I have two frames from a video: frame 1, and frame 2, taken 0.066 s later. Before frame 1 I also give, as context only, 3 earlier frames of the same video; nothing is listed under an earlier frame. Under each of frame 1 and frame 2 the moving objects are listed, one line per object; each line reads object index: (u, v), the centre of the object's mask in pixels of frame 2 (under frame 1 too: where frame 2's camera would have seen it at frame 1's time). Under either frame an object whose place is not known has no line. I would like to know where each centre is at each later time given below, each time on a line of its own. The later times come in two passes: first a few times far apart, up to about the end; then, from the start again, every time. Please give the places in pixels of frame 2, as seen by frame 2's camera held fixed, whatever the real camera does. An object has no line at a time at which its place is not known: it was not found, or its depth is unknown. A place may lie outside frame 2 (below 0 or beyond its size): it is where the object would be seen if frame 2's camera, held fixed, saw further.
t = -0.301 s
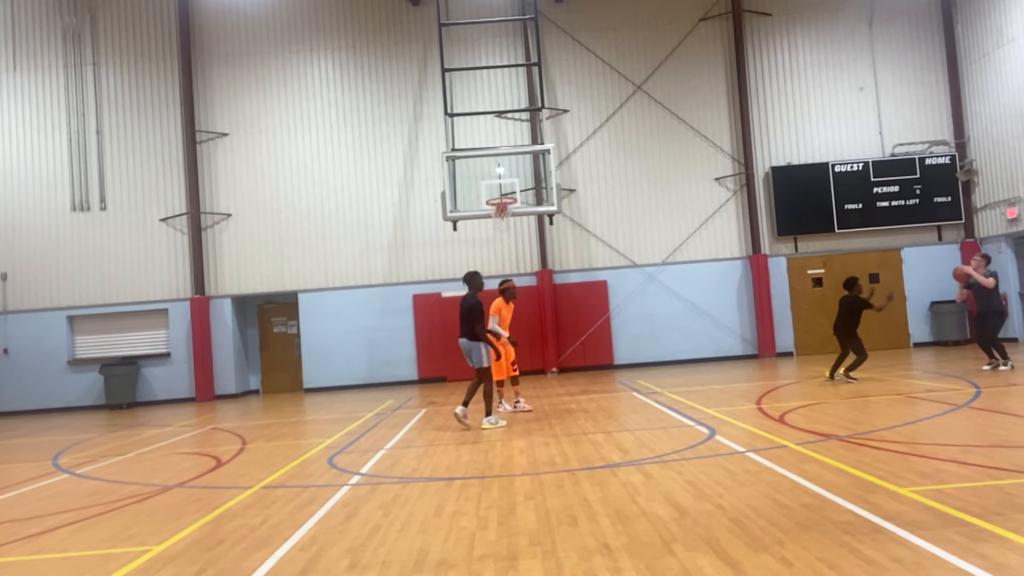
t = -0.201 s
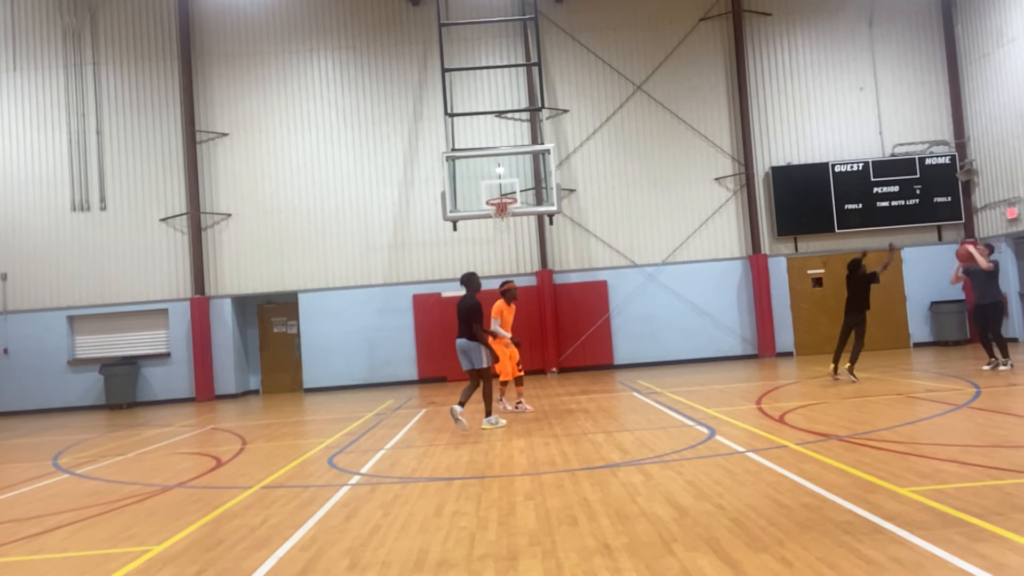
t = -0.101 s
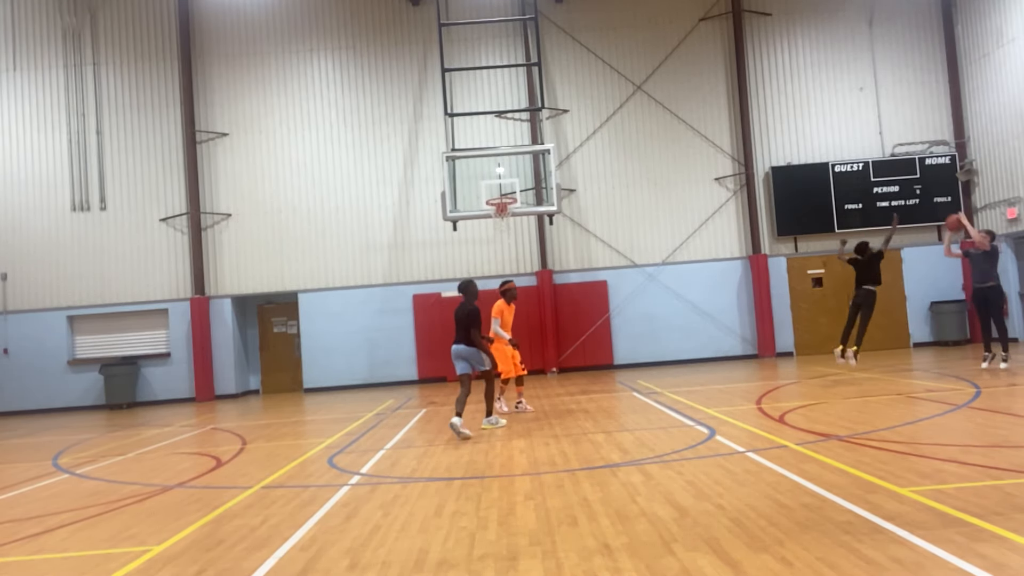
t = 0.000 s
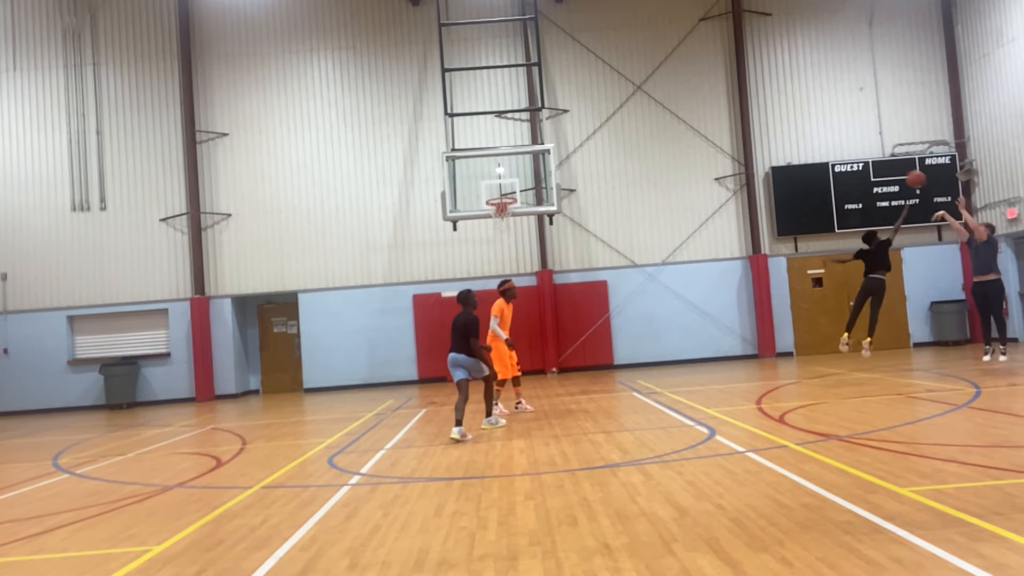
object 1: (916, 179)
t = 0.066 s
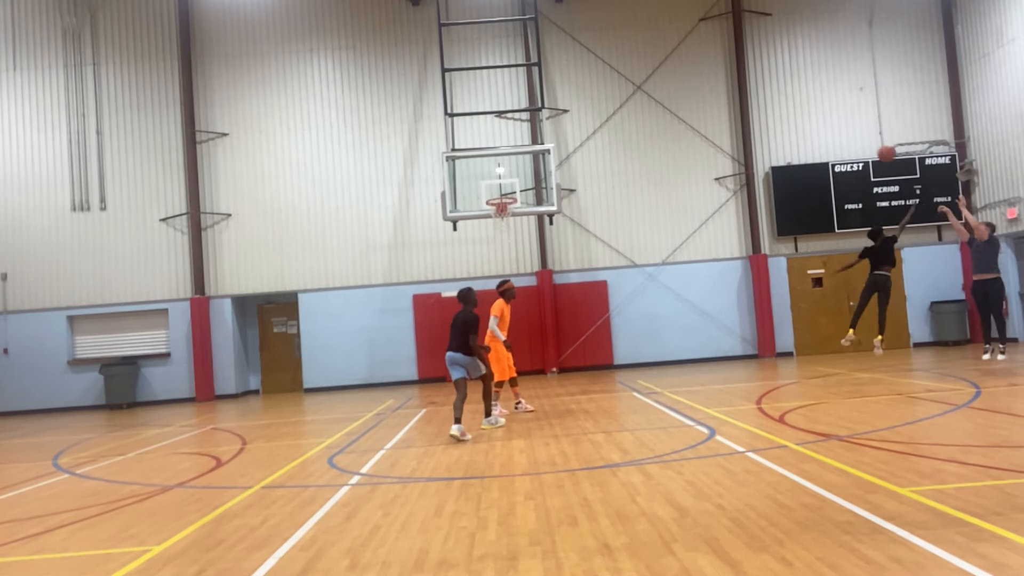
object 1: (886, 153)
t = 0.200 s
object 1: (831, 112)
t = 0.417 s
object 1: (748, 74)
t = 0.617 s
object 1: (679, 66)
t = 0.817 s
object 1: (615, 83)
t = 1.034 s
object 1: (549, 129)
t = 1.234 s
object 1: (494, 194)
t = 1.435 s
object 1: (532, 179)
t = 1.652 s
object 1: (571, 174)
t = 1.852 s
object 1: (607, 194)
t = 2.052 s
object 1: (644, 237)
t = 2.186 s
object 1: (669, 279)
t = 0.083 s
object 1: (879, 148)
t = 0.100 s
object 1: (872, 142)
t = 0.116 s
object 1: (865, 137)
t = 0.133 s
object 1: (858, 131)
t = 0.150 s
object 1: (851, 127)
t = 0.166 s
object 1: (845, 122)
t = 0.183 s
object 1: (838, 117)
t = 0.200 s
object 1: (831, 112)
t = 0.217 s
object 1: (824, 108)
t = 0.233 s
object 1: (818, 104)
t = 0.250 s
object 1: (811, 101)
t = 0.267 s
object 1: (805, 97)
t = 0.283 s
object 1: (798, 94)
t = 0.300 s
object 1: (792, 90)
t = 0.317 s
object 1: (785, 88)
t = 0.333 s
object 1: (779, 85)
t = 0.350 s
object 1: (773, 82)
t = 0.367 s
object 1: (767, 80)
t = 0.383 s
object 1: (760, 78)
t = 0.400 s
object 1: (754, 76)
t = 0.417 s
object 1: (748, 74)
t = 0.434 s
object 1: (742, 72)
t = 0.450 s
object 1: (737, 71)
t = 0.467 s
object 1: (731, 69)
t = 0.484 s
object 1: (725, 69)
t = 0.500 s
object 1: (719, 68)
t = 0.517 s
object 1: (713, 67)
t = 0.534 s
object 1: (707, 66)
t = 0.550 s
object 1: (701, 66)
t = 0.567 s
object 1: (695, 66)
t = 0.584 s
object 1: (690, 66)
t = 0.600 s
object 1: (684, 66)
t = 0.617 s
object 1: (679, 66)
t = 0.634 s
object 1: (673, 66)
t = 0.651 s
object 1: (668, 67)
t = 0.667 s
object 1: (662, 68)
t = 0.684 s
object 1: (657, 69)
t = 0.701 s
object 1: (652, 70)
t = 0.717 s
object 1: (646, 72)
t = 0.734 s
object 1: (640, 73)
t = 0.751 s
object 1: (635, 75)
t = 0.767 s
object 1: (630, 76)
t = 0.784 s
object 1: (625, 78)
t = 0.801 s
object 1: (620, 80)
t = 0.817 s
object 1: (615, 83)
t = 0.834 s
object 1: (610, 85)
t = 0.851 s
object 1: (605, 88)
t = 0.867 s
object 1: (600, 91)
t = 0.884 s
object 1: (594, 94)
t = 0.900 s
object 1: (590, 96)
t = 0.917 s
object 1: (585, 100)
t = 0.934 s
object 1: (580, 104)
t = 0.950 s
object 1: (575, 107)
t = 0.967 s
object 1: (570, 111)
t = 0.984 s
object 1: (563, 116)
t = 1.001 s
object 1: (558, 121)
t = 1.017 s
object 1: (553, 125)
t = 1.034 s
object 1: (549, 129)
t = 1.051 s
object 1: (544, 134)
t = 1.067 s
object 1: (539, 138)
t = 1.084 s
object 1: (534, 143)
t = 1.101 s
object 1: (530, 149)
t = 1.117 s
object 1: (526, 154)
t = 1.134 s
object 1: (521, 160)
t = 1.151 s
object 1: (516, 165)
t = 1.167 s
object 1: (512, 170)
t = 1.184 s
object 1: (507, 176)
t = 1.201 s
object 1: (503, 182)
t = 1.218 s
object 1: (498, 188)
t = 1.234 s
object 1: (494, 194)
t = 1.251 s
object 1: (492, 199)
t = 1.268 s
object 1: (496, 197)
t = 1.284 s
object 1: (502, 194)
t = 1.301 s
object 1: (507, 195)
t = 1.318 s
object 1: (512, 194)
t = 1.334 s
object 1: (515, 192)
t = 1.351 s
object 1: (518, 189)
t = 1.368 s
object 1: (521, 187)
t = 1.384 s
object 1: (524, 185)
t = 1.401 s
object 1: (527, 183)
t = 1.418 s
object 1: (530, 182)
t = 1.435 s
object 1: (532, 179)
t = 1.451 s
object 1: (535, 178)
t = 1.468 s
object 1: (538, 176)
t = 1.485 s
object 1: (541, 176)
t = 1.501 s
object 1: (543, 175)
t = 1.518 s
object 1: (547, 174)
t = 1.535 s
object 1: (550, 173)
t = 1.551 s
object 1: (553, 173)
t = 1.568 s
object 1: (556, 173)
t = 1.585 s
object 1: (559, 173)
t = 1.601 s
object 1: (562, 173)
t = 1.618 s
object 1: (564, 173)
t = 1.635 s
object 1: (567, 173)
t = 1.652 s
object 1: (571, 174)
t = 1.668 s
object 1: (574, 175)
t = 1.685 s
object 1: (577, 176)
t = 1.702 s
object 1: (580, 177)
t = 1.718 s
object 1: (583, 178)
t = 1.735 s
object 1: (586, 179)
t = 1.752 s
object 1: (589, 181)
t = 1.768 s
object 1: (592, 183)
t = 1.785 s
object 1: (595, 185)
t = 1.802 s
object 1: (598, 187)
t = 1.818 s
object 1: (601, 189)
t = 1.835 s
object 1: (604, 192)
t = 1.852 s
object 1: (607, 194)
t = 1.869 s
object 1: (610, 197)
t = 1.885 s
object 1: (613, 200)
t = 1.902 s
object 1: (616, 203)
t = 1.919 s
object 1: (619, 206)
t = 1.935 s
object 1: (622, 209)
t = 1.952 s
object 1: (626, 213)
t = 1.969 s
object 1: (629, 217)
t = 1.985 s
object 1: (632, 221)
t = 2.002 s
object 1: (635, 225)
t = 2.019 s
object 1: (638, 229)
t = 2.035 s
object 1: (641, 233)
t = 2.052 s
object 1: (644, 237)
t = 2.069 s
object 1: (647, 242)
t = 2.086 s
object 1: (650, 247)
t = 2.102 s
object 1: (653, 252)
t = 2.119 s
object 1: (657, 257)
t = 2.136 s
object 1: (660, 263)
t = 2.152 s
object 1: (663, 268)
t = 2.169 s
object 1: (666, 273)
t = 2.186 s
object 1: (669, 279)
